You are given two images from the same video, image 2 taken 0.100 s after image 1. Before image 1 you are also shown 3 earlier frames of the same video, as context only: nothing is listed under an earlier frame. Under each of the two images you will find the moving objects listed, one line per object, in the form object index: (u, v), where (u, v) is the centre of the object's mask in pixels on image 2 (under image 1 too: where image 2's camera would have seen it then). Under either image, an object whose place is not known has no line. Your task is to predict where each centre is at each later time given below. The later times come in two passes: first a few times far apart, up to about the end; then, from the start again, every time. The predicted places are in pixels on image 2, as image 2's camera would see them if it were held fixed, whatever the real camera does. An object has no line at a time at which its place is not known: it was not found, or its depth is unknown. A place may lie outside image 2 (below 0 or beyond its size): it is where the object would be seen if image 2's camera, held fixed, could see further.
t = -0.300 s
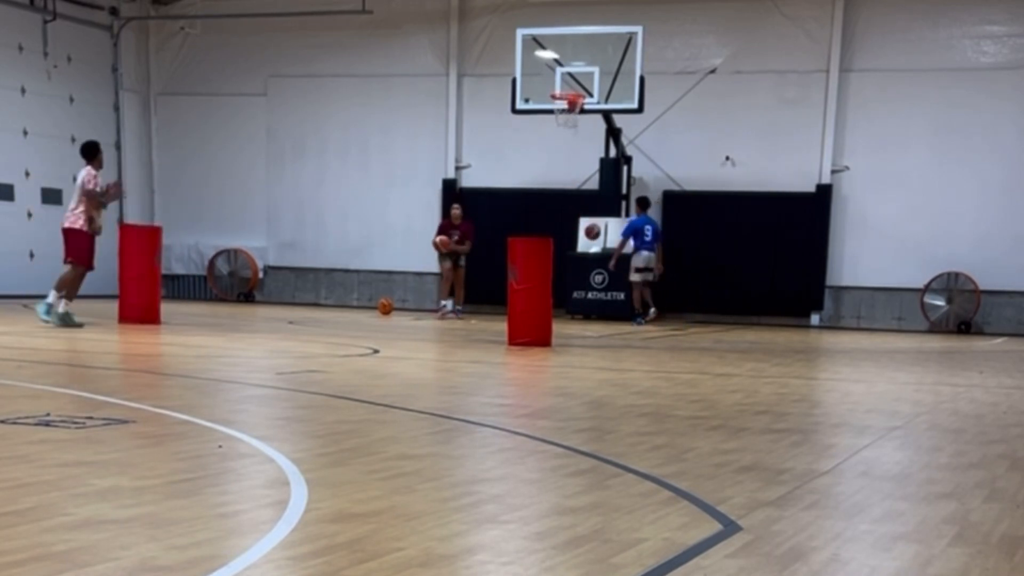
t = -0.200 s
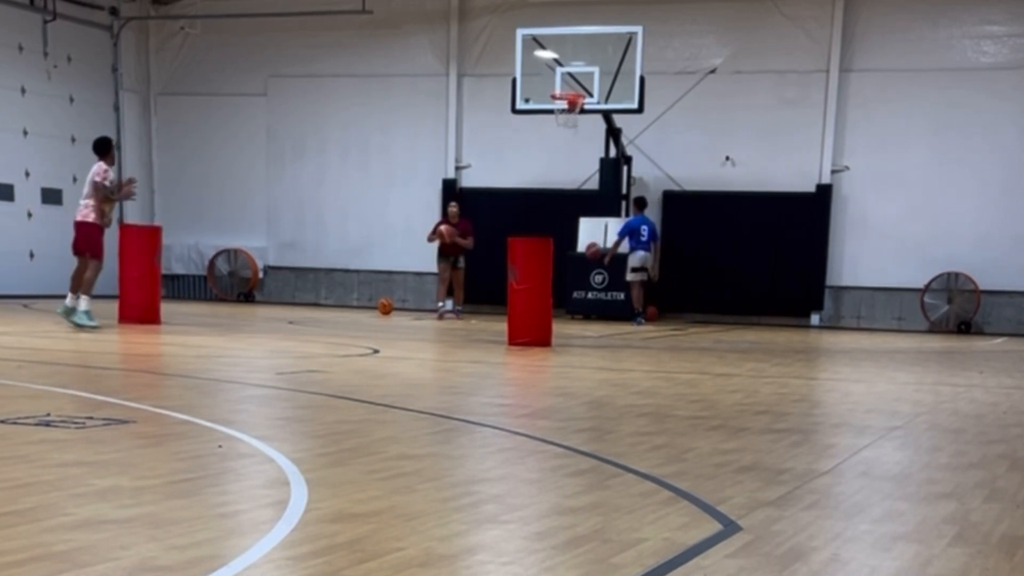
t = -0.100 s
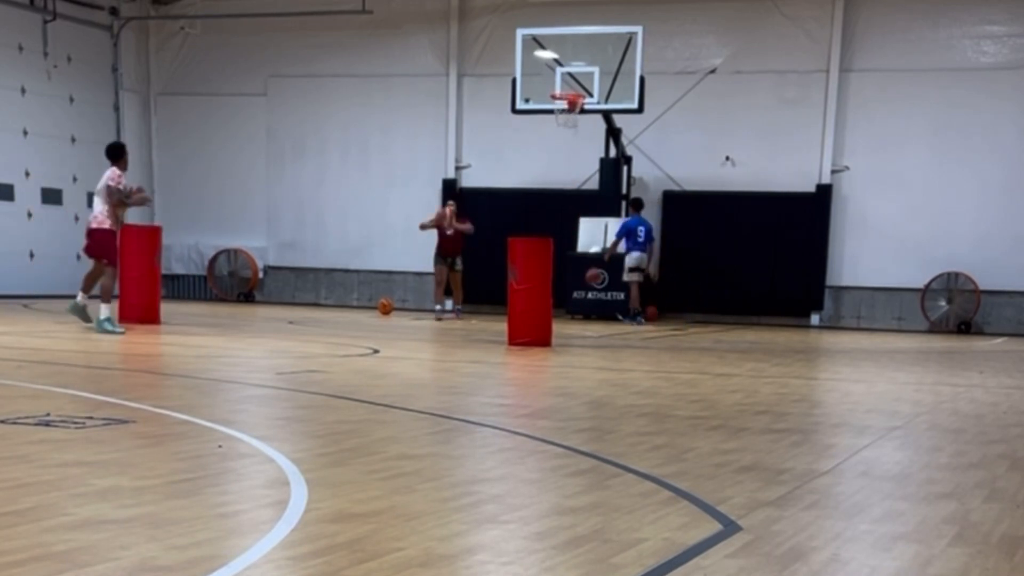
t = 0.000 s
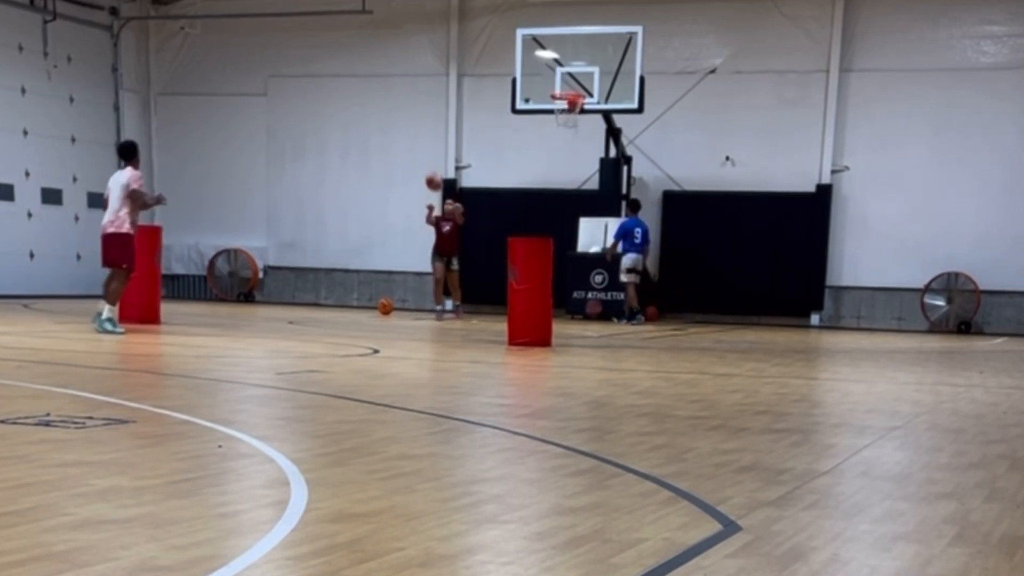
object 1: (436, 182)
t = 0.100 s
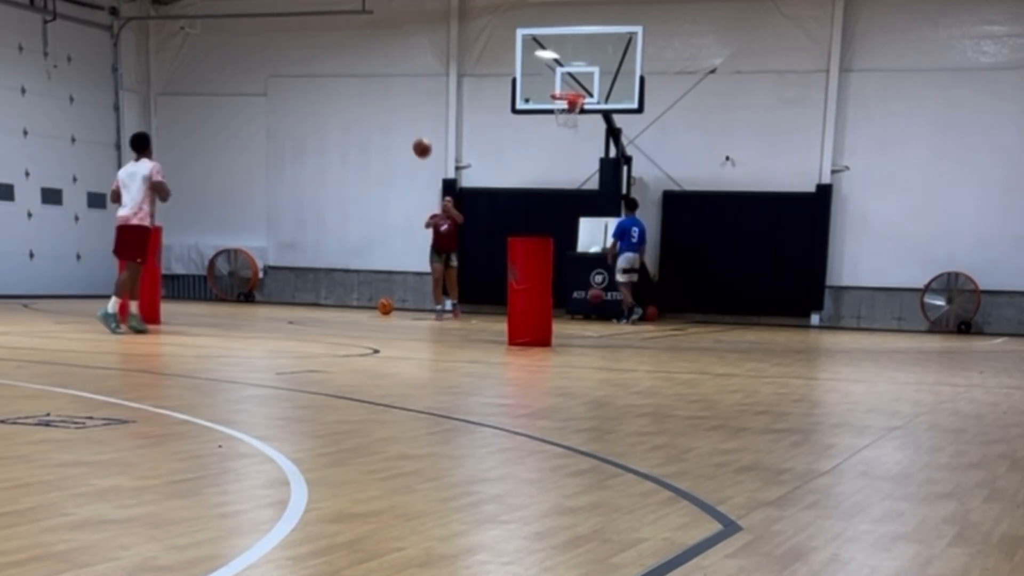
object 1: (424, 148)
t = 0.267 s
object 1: (401, 107)
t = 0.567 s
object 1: (349, 84)
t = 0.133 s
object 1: (420, 138)
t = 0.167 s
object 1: (416, 129)
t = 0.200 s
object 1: (411, 121)
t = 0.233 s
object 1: (406, 114)
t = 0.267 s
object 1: (401, 107)
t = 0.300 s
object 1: (396, 101)
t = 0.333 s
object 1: (391, 95)
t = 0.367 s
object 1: (386, 91)
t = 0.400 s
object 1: (381, 87)
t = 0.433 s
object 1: (376, 83)
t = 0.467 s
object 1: (370, 82)
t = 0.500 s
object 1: (366, 80)
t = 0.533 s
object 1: (355, 83)
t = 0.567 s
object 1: (349, 84)
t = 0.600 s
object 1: (343, 87)
